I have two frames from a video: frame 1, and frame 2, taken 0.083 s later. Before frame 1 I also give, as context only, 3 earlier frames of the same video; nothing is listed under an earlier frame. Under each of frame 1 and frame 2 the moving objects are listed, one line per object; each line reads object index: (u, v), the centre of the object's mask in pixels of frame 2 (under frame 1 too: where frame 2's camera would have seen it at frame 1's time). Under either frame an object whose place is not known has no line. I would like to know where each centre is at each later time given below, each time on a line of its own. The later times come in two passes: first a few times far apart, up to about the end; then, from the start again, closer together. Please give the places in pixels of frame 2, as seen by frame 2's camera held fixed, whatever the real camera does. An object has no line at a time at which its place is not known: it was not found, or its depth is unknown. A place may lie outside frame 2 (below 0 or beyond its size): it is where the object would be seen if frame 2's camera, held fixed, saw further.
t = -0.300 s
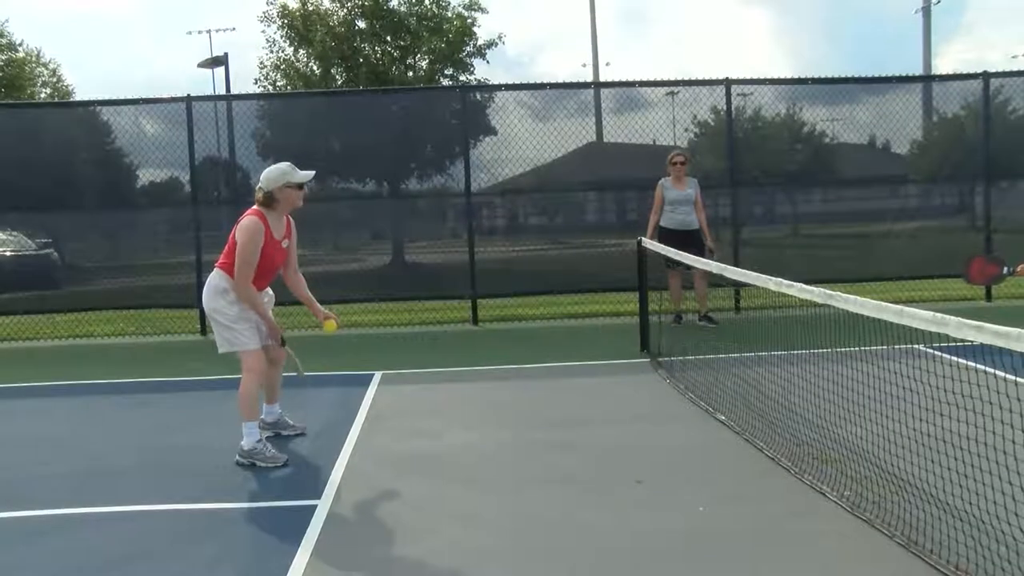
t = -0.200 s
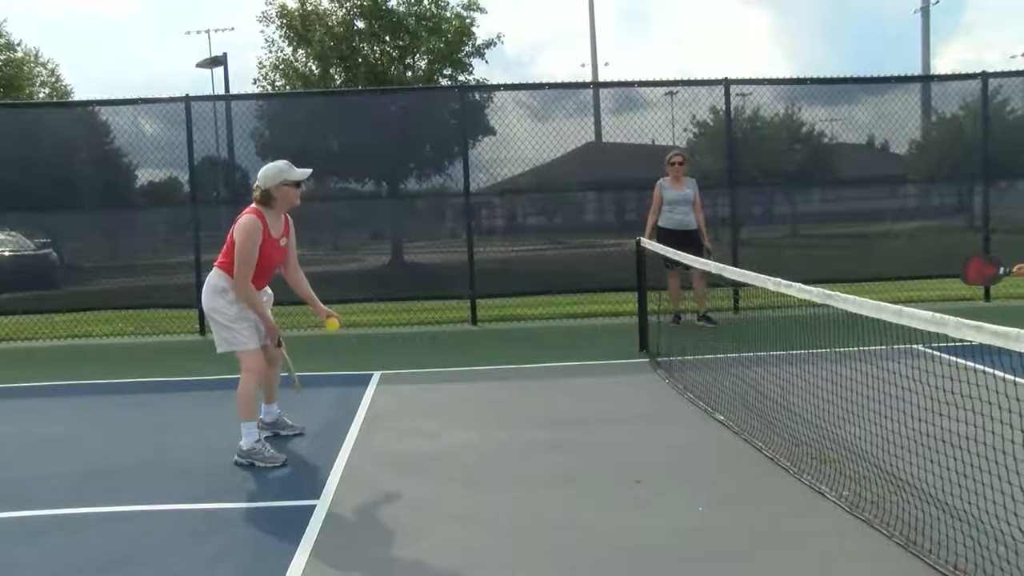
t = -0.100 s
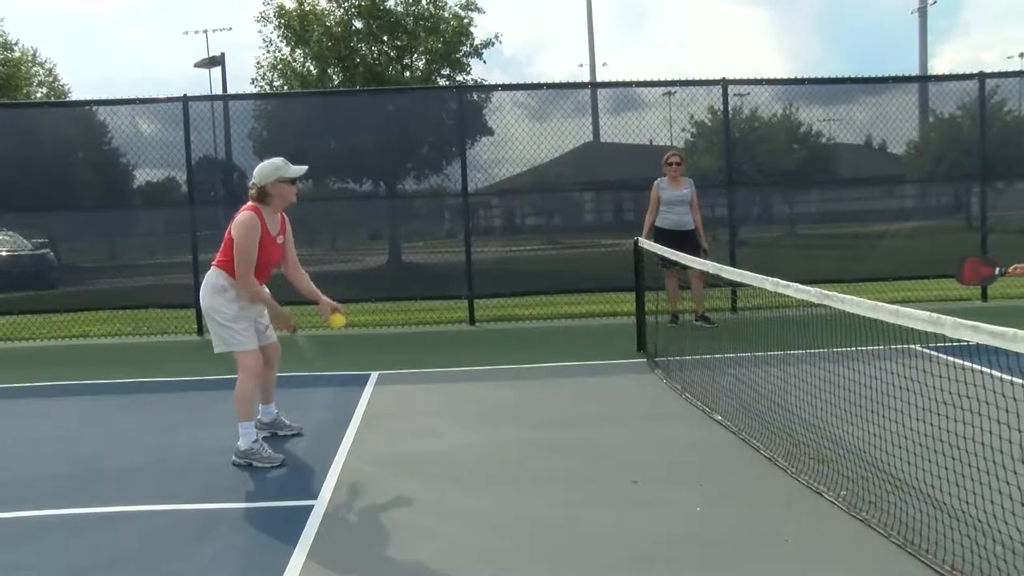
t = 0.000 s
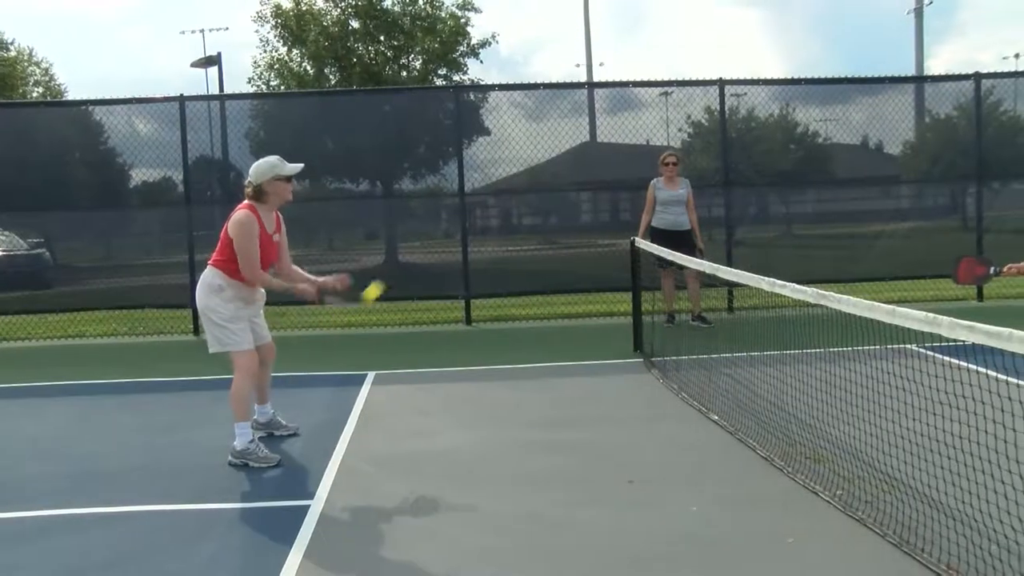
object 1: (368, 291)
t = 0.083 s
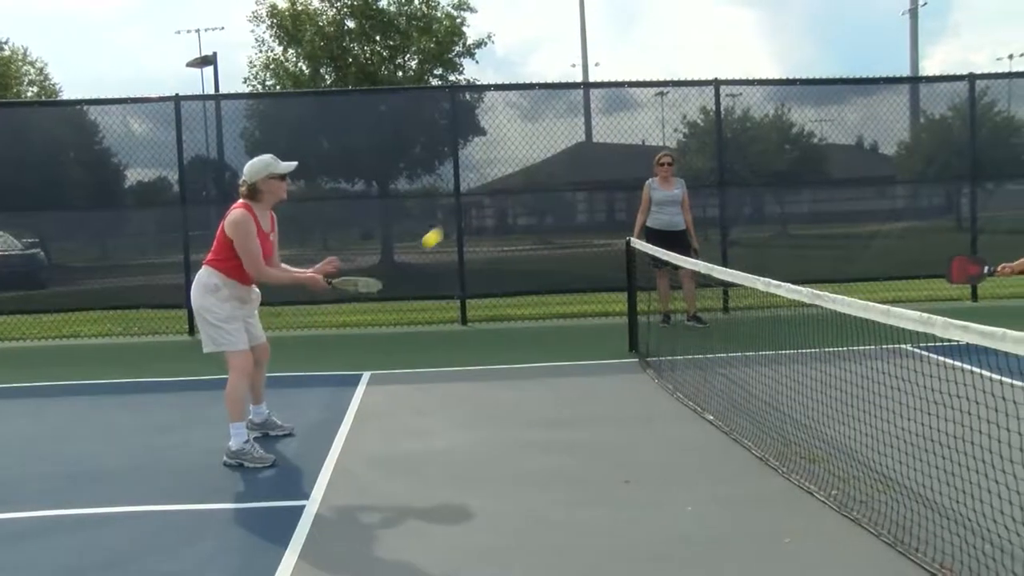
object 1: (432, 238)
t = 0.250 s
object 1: (551, 175)
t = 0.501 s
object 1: (711, 178)
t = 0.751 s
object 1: (842, 276)
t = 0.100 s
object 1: (444, 229)
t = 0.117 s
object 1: (457, 221)
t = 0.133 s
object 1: (469, 213)
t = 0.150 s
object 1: (481, 206)
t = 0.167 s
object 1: (493, 199)
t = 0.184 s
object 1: (506, 193)
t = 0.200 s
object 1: (517, 188)
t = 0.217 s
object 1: (529, 183)
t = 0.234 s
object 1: (540, 178)
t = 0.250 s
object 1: (551, 175)
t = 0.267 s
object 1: (563, 171)
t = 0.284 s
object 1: (574, 168)
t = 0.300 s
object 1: (585, 166)
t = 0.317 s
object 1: (597, 164)
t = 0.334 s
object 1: (607, 163)
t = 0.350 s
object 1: (619, 163)
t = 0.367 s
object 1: (629, 163)
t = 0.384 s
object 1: (640, 163)
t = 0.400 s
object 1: (650, 164)
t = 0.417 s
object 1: (661, 165)
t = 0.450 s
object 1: (682, 168)
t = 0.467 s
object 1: (691, 171)
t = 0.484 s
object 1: (701, 174)
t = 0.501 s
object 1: (711, 178)
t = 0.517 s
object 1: (721, 182)
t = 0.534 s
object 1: (730, 186)
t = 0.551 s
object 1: (739, 190)
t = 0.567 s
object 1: (748, 195)
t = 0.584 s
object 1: (757, 201)
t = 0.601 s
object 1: (767, 207)
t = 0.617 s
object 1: (775, 213)
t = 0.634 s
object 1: (784, 220)
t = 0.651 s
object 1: (793, 227)
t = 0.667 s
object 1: (801, 234)
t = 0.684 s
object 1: (810, 242)
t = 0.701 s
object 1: (818, 250)
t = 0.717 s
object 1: (826, 258)
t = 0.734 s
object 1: (834, 267)
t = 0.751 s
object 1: (842, 276)
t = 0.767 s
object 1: (850, 285)
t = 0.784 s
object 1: (858, 294)
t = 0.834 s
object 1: (882, 330)
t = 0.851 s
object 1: (890, 337)
